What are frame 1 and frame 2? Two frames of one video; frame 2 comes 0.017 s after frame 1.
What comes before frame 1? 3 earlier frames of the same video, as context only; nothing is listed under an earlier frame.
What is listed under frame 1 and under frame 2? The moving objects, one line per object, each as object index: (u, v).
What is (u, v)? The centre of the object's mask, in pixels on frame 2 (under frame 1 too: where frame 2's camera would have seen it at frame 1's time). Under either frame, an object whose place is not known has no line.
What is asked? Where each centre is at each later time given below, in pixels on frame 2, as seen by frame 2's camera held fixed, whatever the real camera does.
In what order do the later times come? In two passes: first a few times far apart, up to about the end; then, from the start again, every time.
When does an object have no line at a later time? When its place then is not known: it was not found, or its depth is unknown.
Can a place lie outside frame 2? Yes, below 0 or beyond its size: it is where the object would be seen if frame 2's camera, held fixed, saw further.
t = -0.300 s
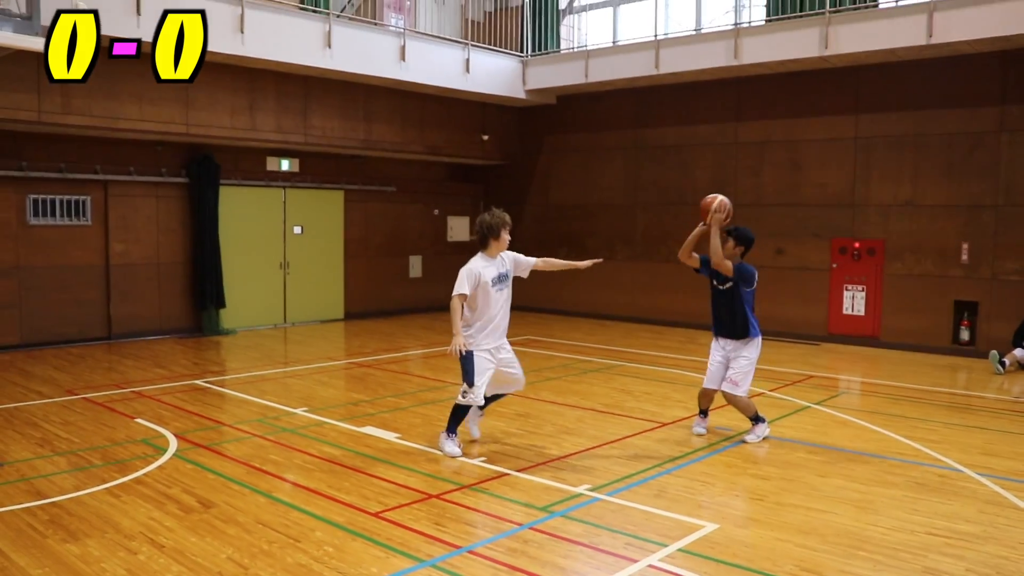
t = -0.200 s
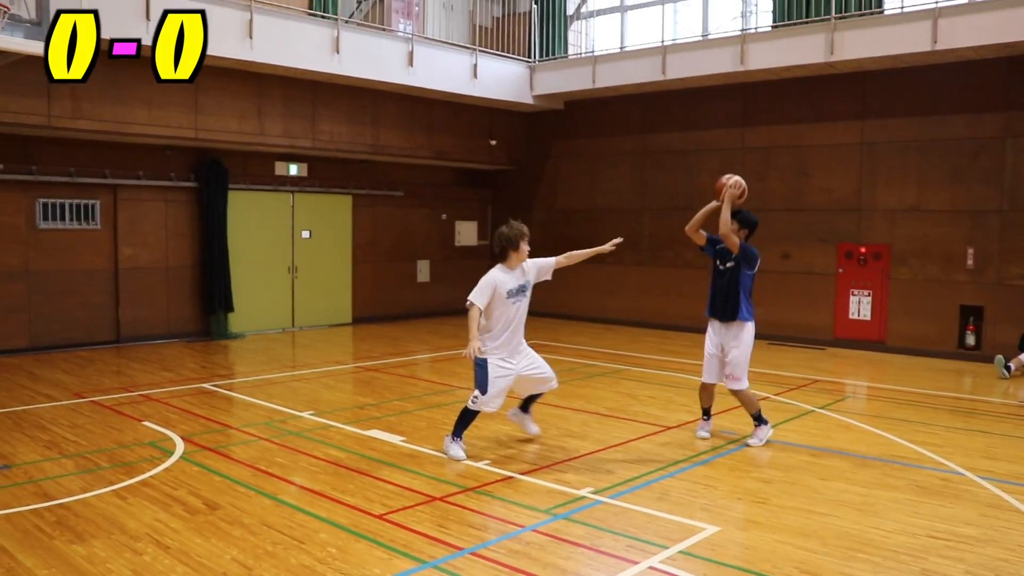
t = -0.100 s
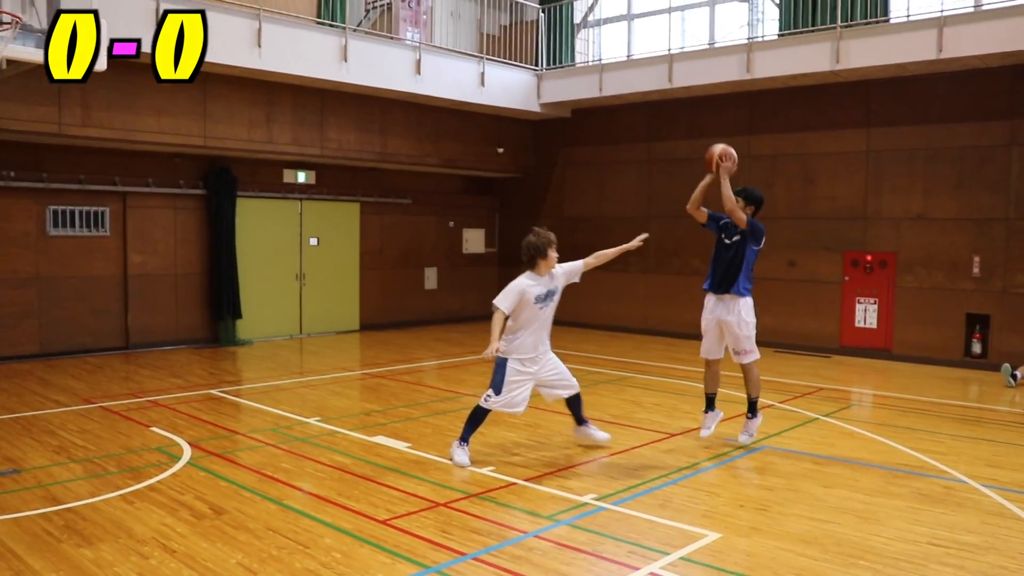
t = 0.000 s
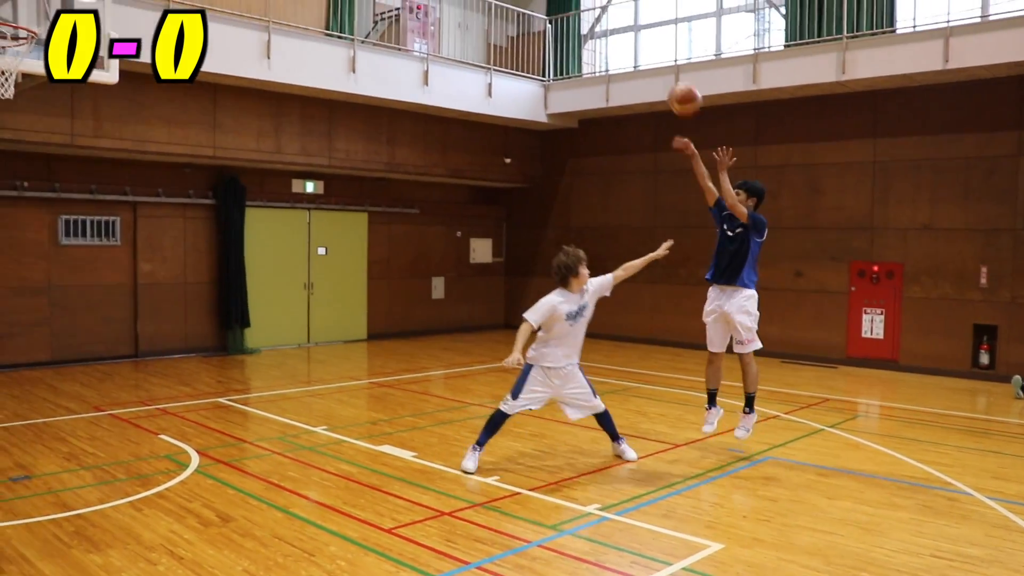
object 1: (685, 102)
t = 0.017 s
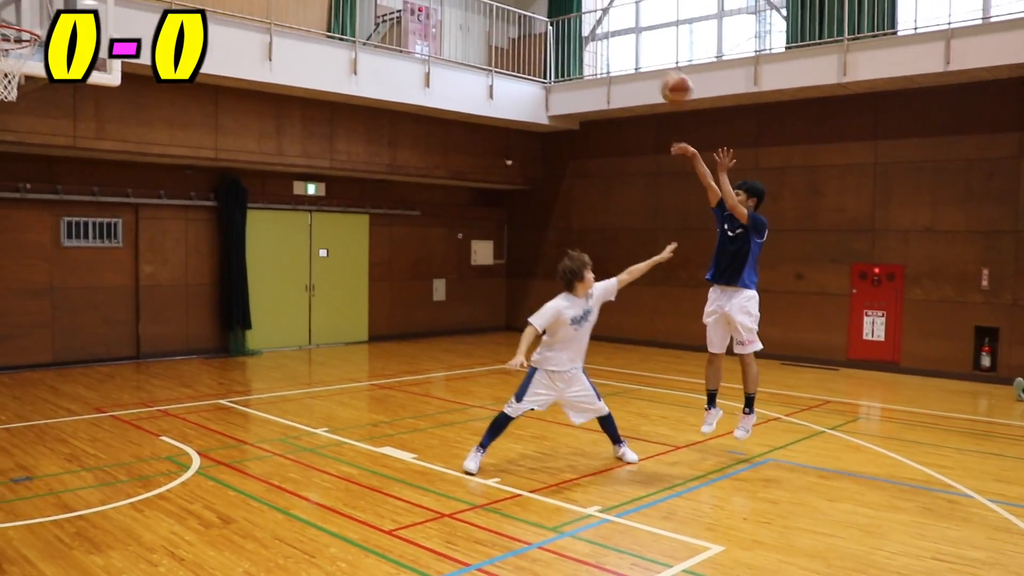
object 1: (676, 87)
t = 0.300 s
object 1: (508, -74)
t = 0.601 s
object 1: (339, -139)
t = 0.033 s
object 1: (667, 77)
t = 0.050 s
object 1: (656, 64)
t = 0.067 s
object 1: (646, 52)
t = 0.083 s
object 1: (636, 39)
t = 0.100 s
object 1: (627, 29)
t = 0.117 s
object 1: (615, 18)
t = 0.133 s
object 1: (604, 6)
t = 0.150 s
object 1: (594, -4)
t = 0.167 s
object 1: (584, -14)
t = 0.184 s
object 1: (575, -23)
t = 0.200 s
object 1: (566, -31)
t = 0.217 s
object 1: (557, -38)
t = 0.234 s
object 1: (547, -47)
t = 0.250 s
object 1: (538, -54)
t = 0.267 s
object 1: (528, -61)
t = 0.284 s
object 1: (518, -68)
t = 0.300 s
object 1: (508, -74)
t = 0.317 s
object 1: (500, -80)
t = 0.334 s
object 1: (491, -85)
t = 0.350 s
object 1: (481, -91)
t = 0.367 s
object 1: (472, -96)
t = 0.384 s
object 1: (463, -101)
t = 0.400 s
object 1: (453, -107)
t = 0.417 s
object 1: (444, -111)
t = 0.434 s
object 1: (435, -115)
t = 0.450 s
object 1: (425, -119)
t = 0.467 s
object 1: (415, -123)
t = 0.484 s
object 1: (406, -126)
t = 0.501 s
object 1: (396, -130)
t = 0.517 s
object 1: (387, -132)
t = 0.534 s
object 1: (378, -133)
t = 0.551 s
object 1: (368, -135)
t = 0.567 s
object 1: (358, -137)
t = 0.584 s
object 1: (349, -138)
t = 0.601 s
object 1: (339, -139)
